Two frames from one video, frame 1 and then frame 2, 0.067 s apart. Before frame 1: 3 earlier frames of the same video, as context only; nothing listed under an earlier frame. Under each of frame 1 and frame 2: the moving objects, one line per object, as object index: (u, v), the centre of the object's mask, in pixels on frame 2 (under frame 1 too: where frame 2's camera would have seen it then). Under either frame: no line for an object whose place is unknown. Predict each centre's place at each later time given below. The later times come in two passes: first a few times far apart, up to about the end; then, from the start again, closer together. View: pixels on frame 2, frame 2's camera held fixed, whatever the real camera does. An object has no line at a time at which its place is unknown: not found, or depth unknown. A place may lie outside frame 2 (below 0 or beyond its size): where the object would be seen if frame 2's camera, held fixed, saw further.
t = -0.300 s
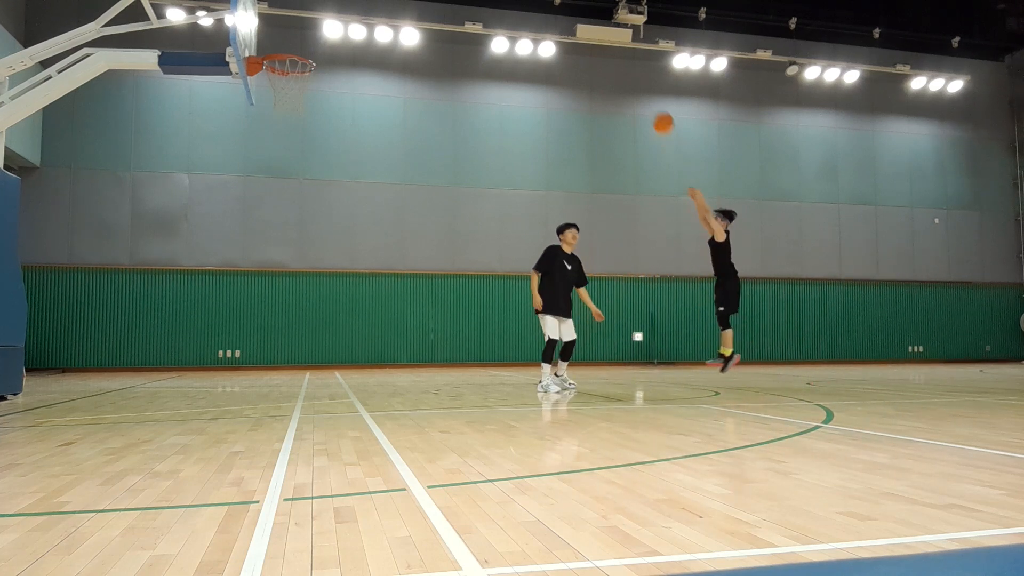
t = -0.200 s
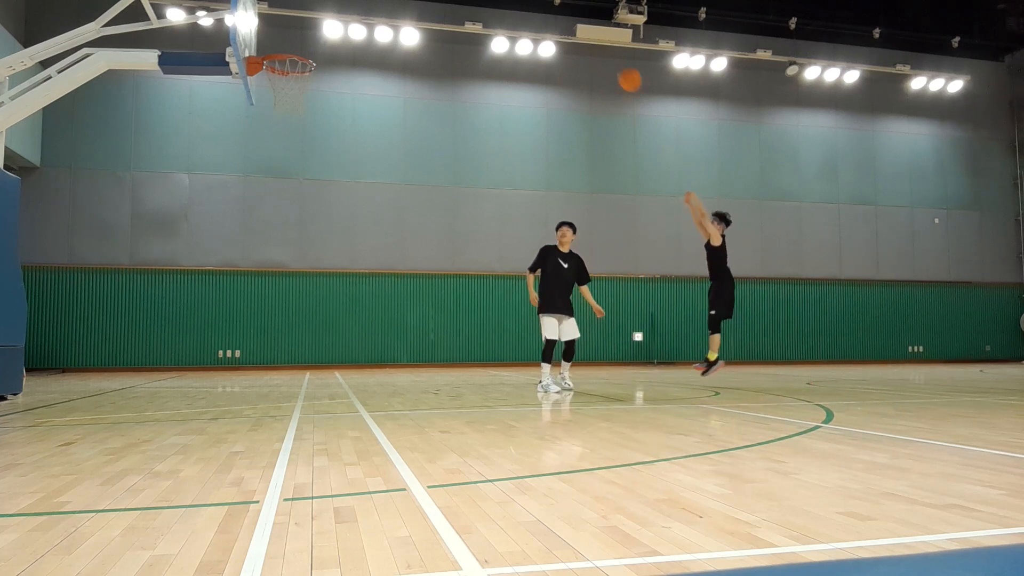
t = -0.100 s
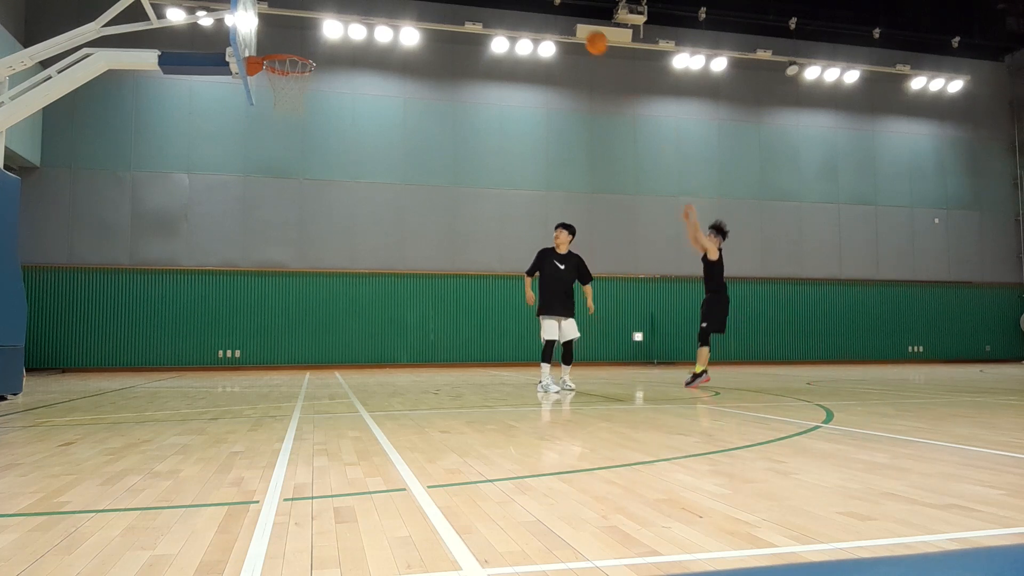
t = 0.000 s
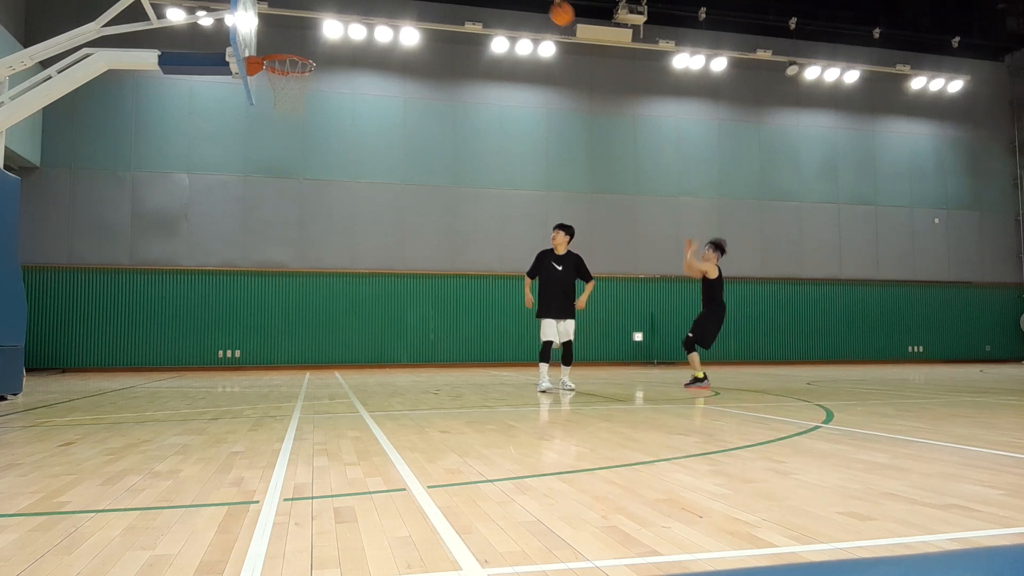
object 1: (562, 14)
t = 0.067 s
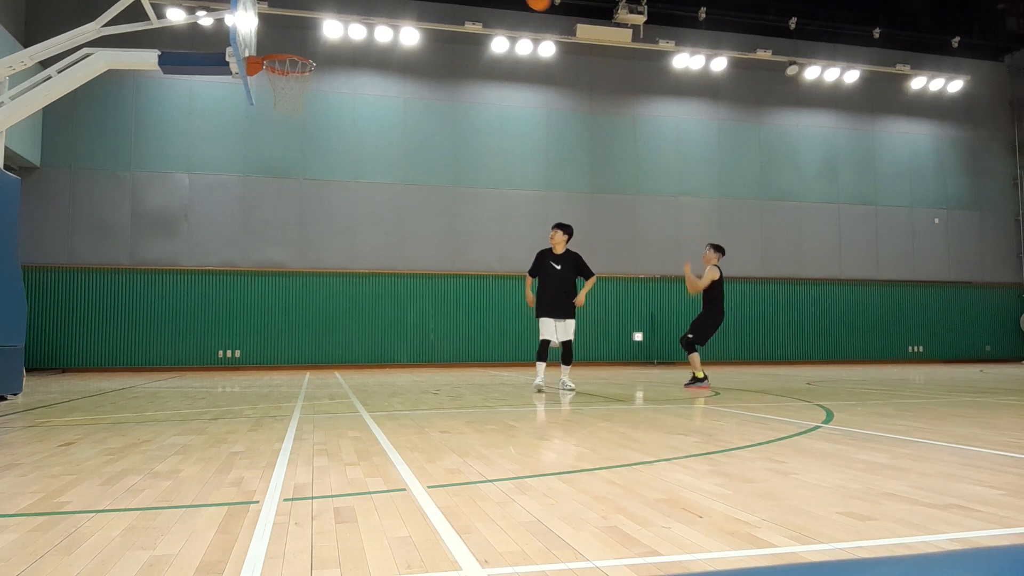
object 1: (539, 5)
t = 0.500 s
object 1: (375, 3)
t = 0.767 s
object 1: (269, 82)
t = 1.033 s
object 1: (258, 176)
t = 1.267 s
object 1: (246, 322)
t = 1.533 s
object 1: (273, 293)
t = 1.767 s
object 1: (311, 224)
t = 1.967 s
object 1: (342, 209)
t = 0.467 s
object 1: (387, 1)
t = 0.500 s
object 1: (375, 3)
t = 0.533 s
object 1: (362, 7)
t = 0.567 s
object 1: (349, 10)
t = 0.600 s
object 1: (335, 18)
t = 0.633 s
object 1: (317, 32)
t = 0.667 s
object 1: (305, 43)
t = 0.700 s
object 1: (291, 56)
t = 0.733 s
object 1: (276, 70)
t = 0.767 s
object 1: (269, 82)
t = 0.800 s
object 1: (267, 90)
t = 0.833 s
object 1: (266, 99)
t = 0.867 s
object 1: (265, 109)
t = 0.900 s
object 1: (263, 120)
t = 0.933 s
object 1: (262, 133)
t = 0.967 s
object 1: (261, 146)
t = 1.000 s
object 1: (259, 160)
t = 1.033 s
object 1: (258, 176)
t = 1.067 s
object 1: (256, 193)
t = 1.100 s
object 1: (255, 211)
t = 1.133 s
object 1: (253, 231)
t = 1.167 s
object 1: (252, 252)
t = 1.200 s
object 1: (250, 275)
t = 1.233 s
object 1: (248, 297)
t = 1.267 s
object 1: (246, 322)
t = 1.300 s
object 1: (244, 348)
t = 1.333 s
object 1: (241, 374)
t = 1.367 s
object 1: (243, 377)
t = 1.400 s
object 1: (250, 358)
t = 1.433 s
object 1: (255, 341)
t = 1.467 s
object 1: (261, 324)
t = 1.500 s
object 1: (267, 308)
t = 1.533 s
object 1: (273, 293)
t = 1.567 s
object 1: (278, 280)
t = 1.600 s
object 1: (284, 268)
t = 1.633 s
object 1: (290, 256)
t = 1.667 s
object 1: (295, 246)
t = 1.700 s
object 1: (300, 238)
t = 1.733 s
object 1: (306, 230)
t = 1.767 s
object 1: (311, 224)
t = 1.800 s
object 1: (316, 219)
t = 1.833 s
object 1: (321, 214)
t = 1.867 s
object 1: (327, 211)
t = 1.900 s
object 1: (332, 209)
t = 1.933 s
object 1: (337, 208)
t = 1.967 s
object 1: (342, 209)
